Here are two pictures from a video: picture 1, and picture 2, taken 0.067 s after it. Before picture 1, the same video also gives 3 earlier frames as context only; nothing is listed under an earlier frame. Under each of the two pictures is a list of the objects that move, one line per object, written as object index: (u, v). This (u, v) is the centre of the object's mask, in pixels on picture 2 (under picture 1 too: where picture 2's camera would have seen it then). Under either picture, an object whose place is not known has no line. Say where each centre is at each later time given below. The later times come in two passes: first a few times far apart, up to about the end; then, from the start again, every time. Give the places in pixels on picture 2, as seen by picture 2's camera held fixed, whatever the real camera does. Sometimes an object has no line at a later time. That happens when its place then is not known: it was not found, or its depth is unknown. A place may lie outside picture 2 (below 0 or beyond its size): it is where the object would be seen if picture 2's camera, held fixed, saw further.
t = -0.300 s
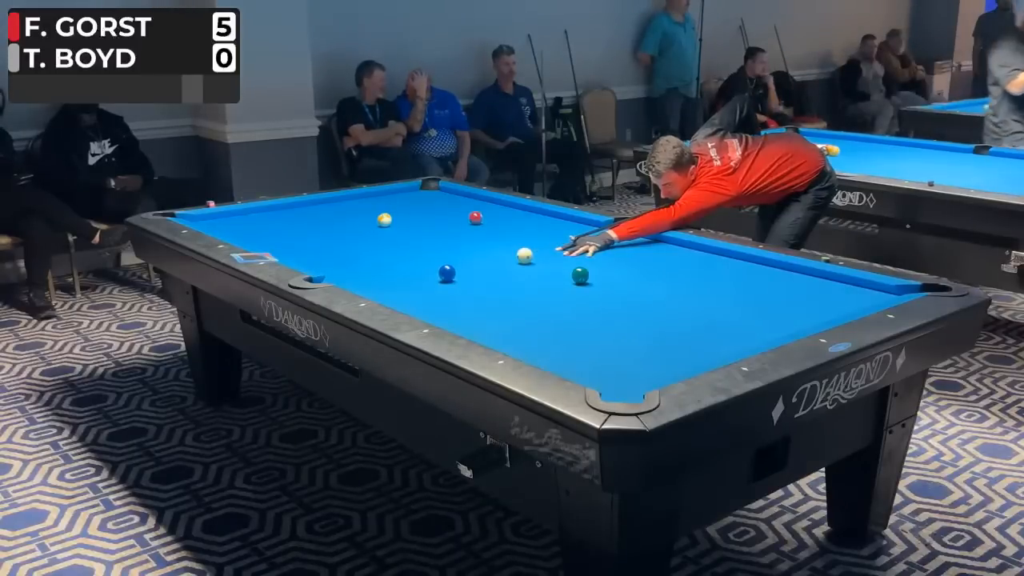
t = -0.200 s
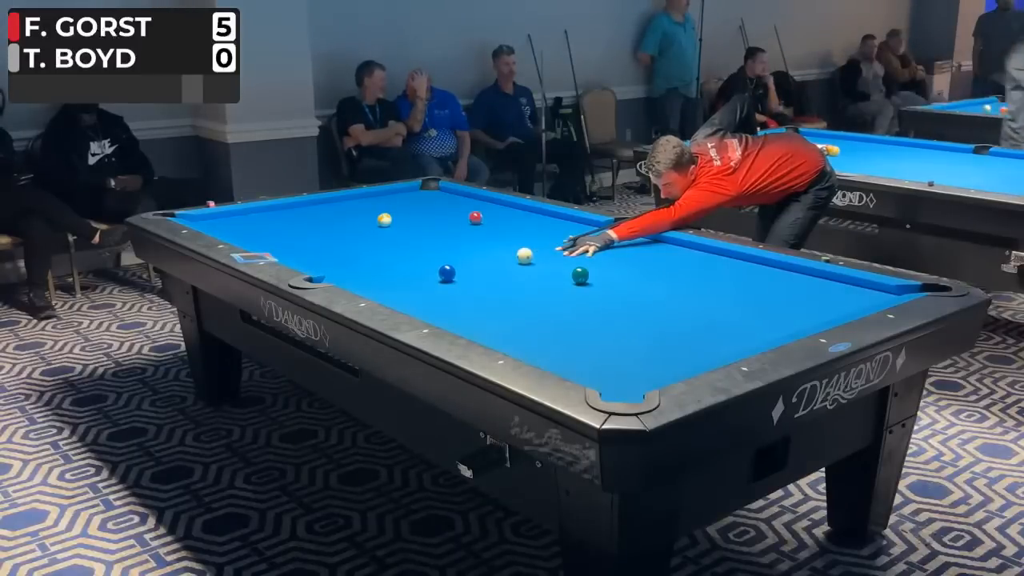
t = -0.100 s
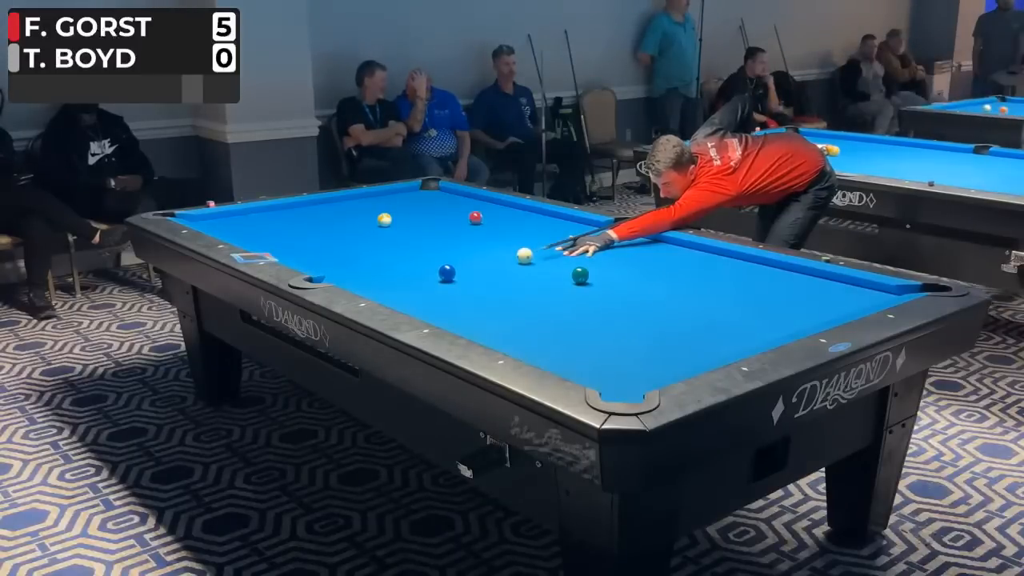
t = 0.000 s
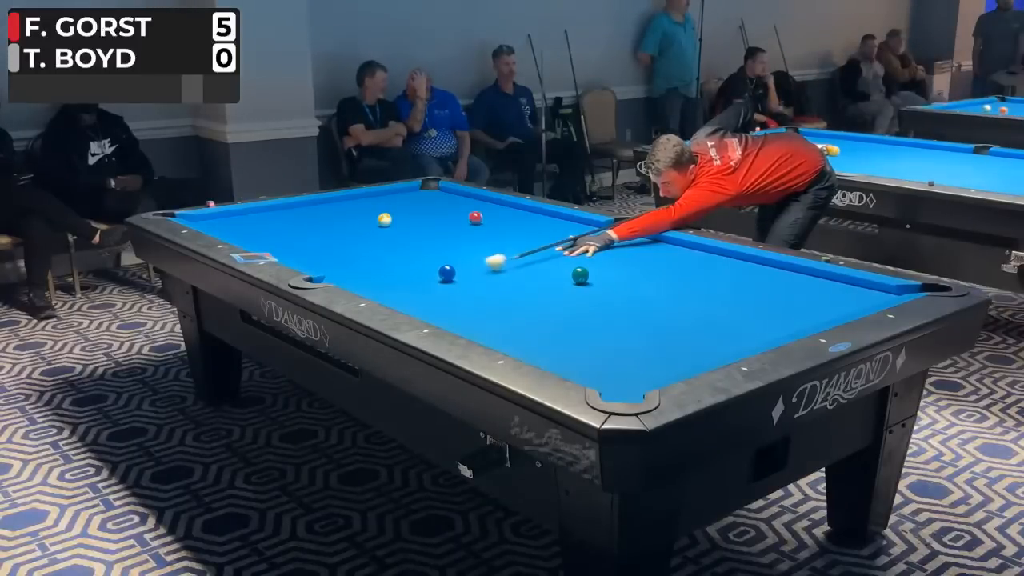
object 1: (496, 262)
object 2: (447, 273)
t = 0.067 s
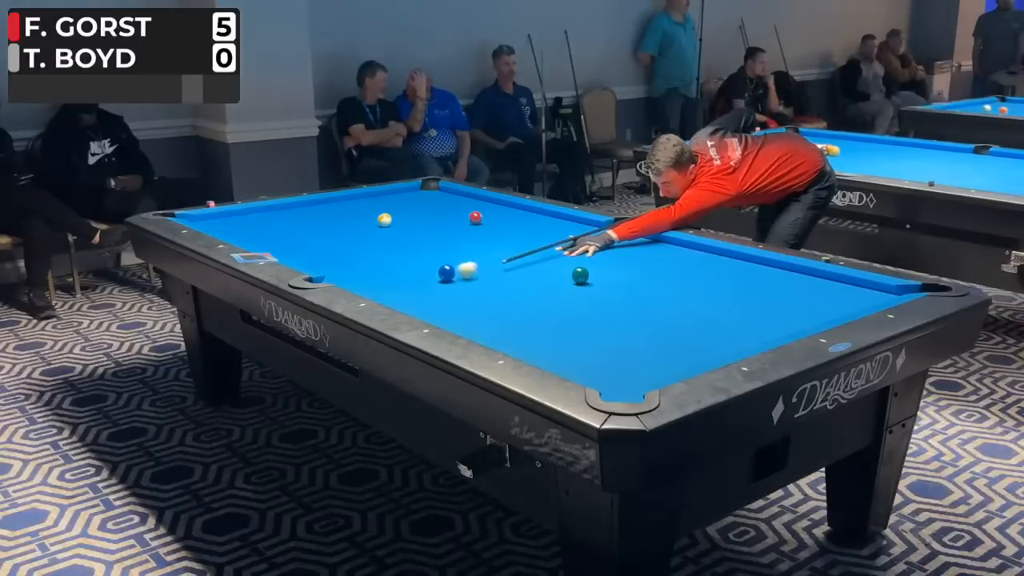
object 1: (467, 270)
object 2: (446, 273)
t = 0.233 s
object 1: (465, 285)
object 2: (378, 279)
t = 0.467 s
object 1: (453, 308)
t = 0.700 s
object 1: (477, 322)
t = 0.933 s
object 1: (540, 328)
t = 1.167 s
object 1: (603, 335)
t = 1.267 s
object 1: (631, 337)
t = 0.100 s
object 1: (465, 274)
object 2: (434, 275)
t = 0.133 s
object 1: (466, 277)
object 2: (419, 276)
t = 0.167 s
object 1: (467, 279)
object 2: (404, 277)
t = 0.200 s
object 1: (466, 282)
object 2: (391, 278)
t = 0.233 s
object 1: (465, 285)
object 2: (378, 279)
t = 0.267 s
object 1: (464, 288)
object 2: (366, 280)
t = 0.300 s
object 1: (462, 291)
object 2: (354, 278)
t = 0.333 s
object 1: (460, 294)
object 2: (343, 277)
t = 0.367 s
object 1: (458, 298)
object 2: (332, 278)
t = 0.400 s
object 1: (457, 301)
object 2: (321, 279)
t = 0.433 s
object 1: (455, 304)
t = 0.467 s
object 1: (453, 308)
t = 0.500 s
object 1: (451, 311)
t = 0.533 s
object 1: (449, 313)
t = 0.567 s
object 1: (448, 315)
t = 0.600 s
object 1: (448, 317)
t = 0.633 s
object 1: (458, 318)
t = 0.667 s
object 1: (468, 321)
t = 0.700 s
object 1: (477, 322)
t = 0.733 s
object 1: (485, 324)
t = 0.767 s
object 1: (494, 324)
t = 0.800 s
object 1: (503, 325)
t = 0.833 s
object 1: (512, 326)
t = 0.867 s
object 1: (522, 327)
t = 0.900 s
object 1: (530, 327)
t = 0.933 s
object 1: (540, 328)
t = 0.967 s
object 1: (549, 329)
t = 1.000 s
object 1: (558, 330)
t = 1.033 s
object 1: (566, 331)
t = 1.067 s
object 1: (576, 332)
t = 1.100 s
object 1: (585, 333)
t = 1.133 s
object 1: (594, 334)
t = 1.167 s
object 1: (603, 335)
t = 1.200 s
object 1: (612, 335)
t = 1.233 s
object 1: (621, 336)
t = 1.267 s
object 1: (631, 337)
